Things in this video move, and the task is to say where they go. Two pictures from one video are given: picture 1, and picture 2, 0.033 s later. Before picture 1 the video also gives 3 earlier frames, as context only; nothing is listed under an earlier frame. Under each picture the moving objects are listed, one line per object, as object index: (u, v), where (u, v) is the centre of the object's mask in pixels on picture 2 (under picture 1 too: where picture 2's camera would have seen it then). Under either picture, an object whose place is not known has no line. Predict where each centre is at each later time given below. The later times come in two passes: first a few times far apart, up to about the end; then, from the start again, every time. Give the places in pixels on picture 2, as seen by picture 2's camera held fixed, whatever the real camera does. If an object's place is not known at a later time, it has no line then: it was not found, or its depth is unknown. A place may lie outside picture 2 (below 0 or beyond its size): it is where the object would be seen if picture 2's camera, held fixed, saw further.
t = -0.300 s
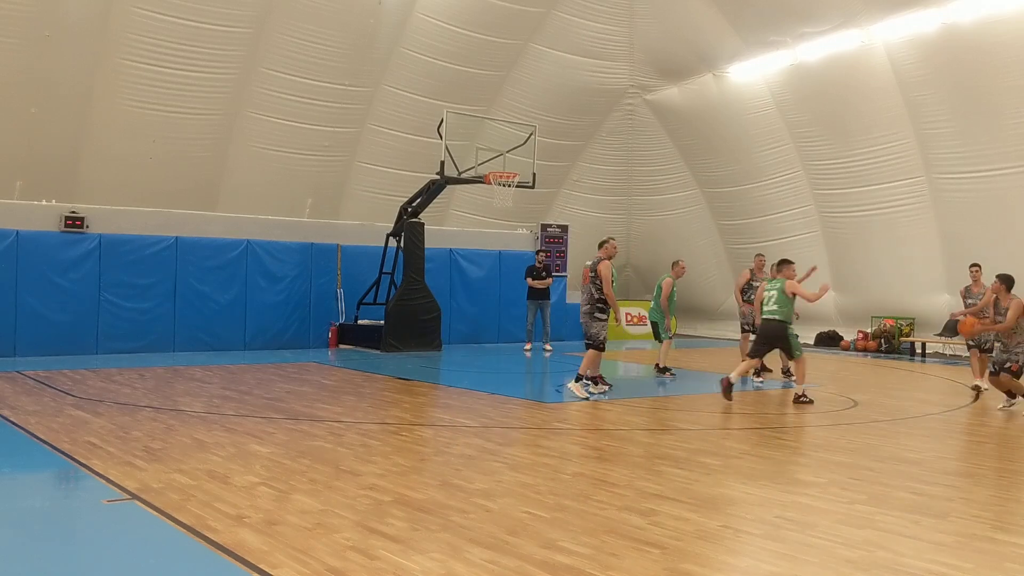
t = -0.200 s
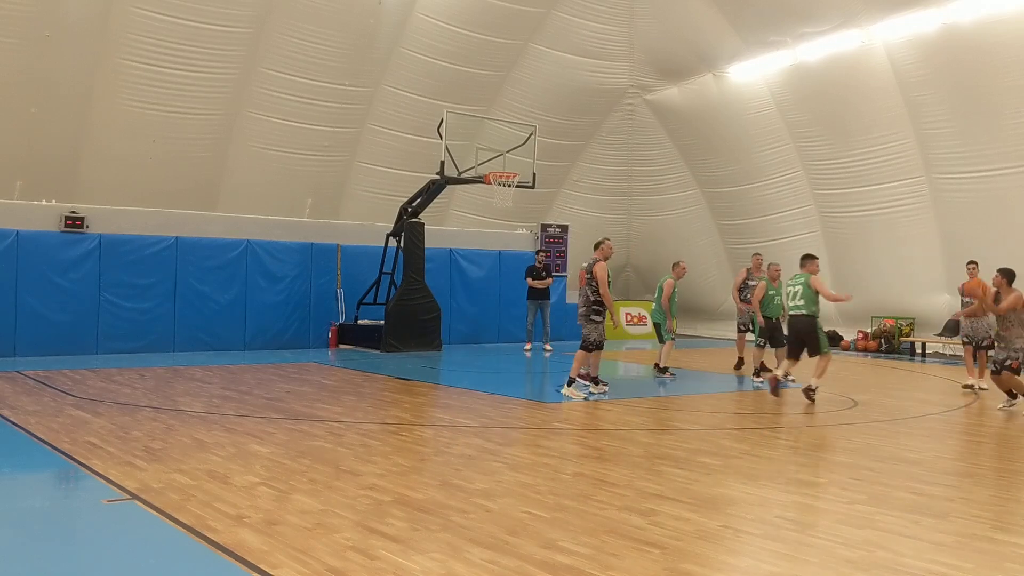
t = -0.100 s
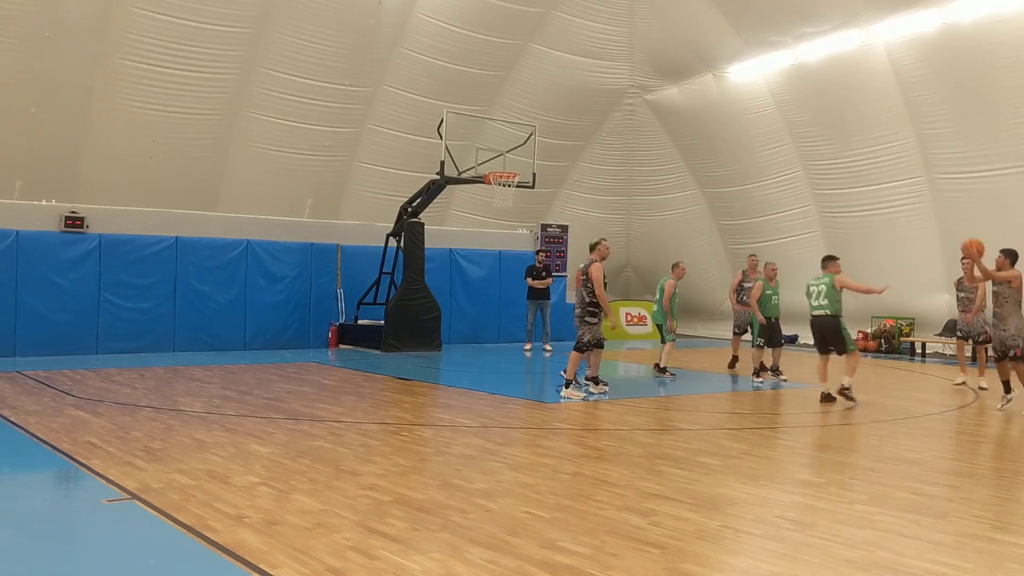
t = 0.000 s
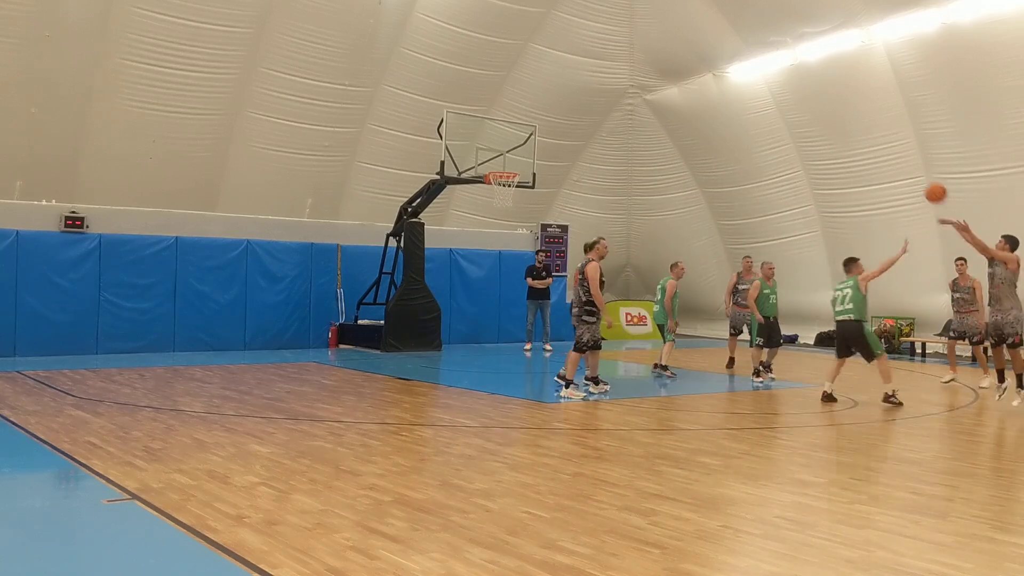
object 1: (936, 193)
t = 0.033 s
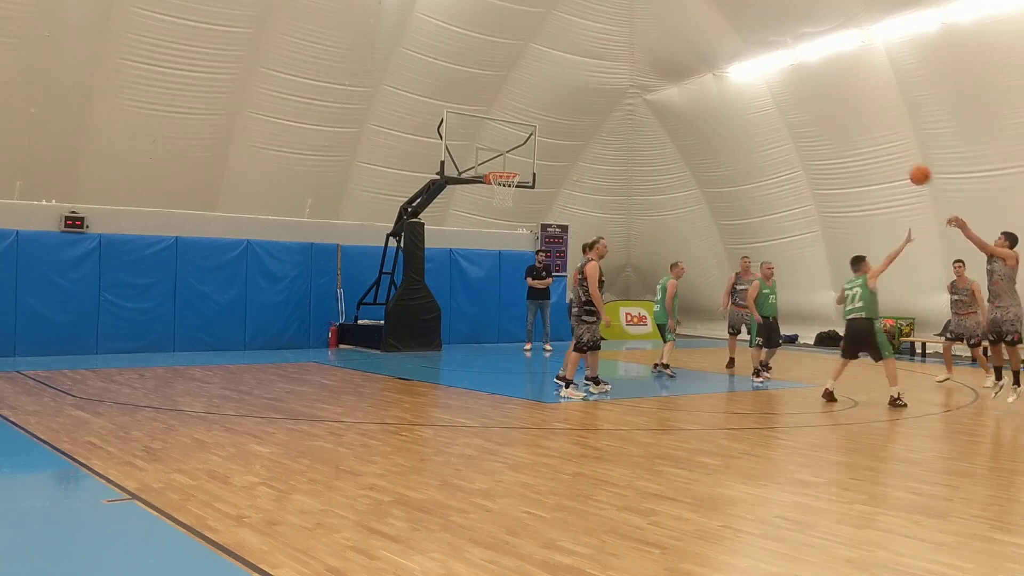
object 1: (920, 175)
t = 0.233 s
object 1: (832, 92)
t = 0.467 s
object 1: (741, 43)
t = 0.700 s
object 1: (661, 37)
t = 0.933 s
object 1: (589, 68)
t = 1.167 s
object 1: (525, 129)
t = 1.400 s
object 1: (511, 129)
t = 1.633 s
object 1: (541, 71)
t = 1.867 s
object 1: (572, 46)
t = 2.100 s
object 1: (603, 56)
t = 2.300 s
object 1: (630, 97)
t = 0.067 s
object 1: (905, 158)
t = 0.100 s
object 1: (889, 142)
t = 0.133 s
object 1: (874, 128)
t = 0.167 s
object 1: (860, 115)
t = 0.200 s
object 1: (846, 103)
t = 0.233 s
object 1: (832, 92)
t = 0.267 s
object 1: (819, 82)
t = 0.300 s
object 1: (805, 73)
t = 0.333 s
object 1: (792, 66)
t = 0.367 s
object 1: (779, 58)
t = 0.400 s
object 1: (766, 51)
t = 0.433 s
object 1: (754, 46)
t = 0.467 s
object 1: (741, 43)
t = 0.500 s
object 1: (729, 39)
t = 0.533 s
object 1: (717, 37)
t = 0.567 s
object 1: (706, 35)
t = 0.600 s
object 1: (694, 35)
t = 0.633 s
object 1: (683, 34)
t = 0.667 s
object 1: (672, 35)
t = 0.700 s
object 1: (661, 37)
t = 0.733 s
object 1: (650, 39)
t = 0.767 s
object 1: (640, 42)
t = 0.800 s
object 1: (629, 46)
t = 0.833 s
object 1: (619, 50)
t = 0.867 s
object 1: (609, 55)
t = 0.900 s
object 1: (599, 61)
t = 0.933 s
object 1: (589, 68)
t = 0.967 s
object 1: (579, 75)
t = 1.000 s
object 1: (570, 83)
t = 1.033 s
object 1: (561, 90)
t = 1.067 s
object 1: (552, 100)
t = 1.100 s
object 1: (543, 109)
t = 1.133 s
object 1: (533, 119)
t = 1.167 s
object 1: (525, 129)
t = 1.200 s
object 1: (516, 140)
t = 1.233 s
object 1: (508, 152)
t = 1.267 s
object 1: (499, 163)
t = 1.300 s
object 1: (499, 163)
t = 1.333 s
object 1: (502, 150)
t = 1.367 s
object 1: (506, 139)
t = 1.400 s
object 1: (511, 129)
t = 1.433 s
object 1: (515, 119)
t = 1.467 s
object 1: (519, 109)
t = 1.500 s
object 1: (524, 100)
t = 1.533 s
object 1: (528, 92)
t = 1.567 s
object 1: (532, 84)
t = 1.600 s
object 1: (537, 78)
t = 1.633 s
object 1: (541, 71)
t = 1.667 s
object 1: (546, 65)
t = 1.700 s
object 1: (550, 60)
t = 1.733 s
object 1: (554, 56)
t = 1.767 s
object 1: (559, 52)
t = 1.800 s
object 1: (563, 49)
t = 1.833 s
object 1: (568, 47)
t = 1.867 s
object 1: (572, 46)
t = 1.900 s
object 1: (576, 45)
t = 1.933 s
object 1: (581, 45)
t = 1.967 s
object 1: (585, 45)
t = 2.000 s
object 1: (590, 47)
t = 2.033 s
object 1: (594, 49)
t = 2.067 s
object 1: (599, 52)
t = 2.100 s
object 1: (603, 56)
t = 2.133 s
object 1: (608, 61)
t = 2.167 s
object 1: (612, 66)
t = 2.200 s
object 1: (617, 72)
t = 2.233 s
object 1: (621, 80)
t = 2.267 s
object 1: (626, 88)
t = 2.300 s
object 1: (630, 97)
